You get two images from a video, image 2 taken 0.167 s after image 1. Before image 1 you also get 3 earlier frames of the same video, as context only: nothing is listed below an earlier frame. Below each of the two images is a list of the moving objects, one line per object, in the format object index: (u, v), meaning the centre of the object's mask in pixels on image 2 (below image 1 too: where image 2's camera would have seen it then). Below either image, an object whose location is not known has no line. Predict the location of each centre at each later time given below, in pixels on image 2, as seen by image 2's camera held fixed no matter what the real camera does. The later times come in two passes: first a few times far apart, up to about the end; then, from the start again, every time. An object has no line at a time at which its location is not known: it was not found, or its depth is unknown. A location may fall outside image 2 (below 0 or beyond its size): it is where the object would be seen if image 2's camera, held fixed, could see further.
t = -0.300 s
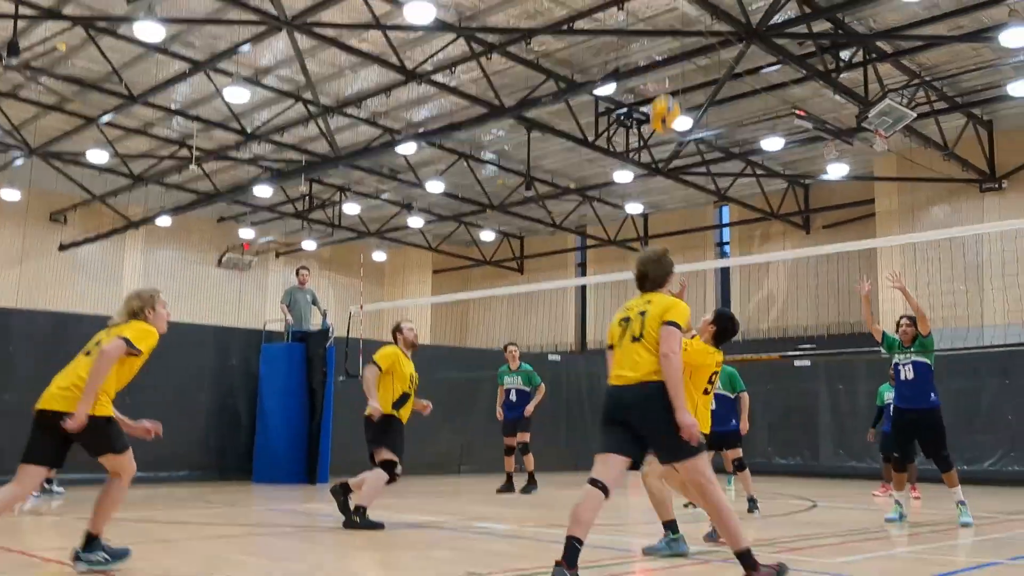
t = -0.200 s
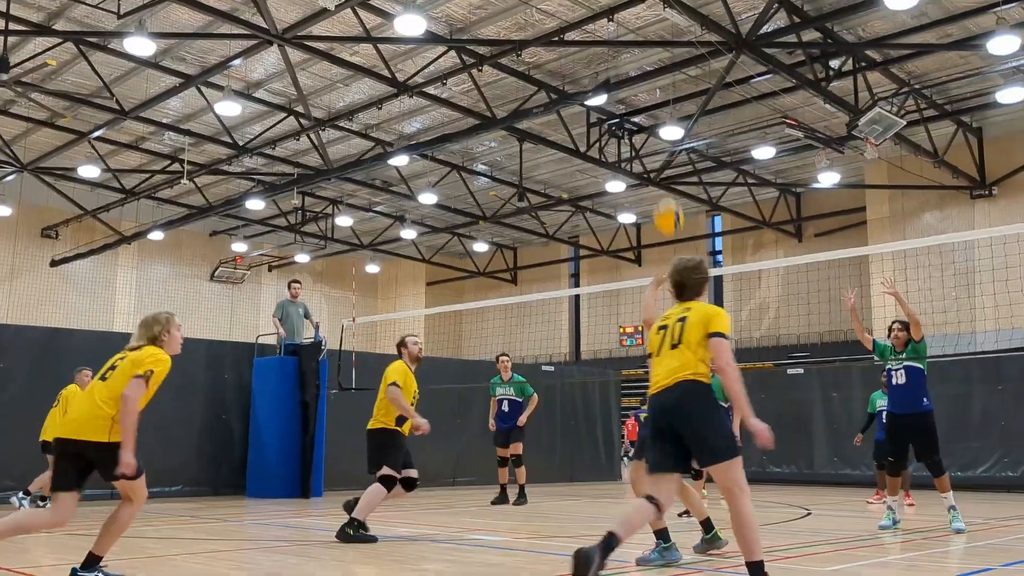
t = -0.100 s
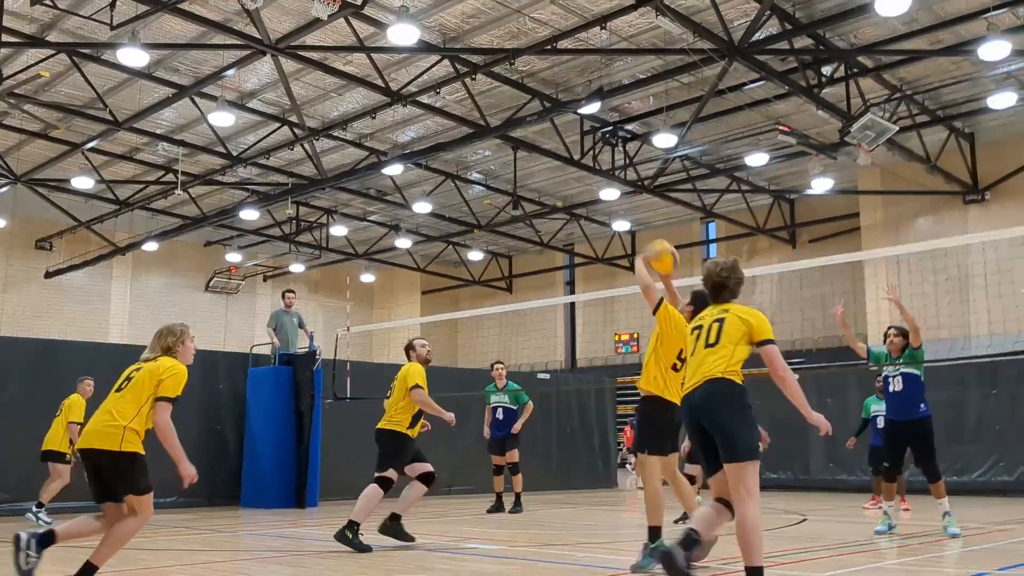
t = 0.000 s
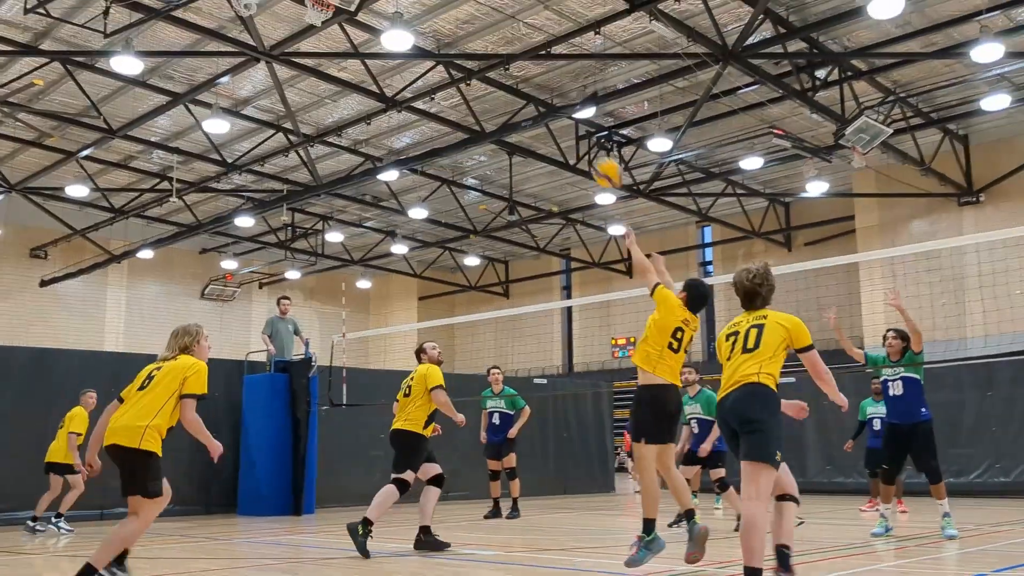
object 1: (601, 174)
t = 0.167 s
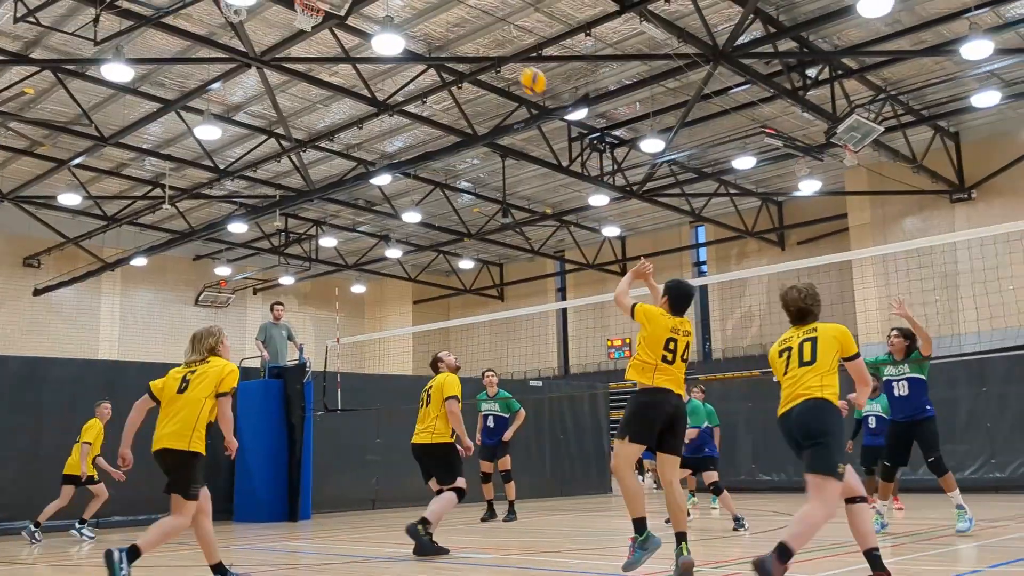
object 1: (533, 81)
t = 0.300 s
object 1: (492, 41)
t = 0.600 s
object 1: (424, 31)
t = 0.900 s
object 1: (374, 96)
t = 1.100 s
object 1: (350, 161)
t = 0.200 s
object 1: (521, 67)
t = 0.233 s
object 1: (511, 57)
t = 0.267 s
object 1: (501, 49)
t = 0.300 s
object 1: (492, 41)
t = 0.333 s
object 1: (482, 35)
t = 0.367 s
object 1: (474, 30)
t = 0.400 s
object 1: (466, 27)
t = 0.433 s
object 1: (458, 25)
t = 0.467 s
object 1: (451, 24)
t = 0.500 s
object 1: (443, 24)
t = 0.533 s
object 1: (437, 26)
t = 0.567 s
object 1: (430, 28)
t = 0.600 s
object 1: (424, 31)
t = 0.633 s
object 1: (417, 35)
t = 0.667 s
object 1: (412, 40)
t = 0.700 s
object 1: (407, 46)
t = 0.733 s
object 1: (401, 53)
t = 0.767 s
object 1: (395, 60)
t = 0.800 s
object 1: (389, 68)
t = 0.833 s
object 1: (384, 76)
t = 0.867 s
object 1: (379, 86)
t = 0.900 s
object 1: (374, 96)
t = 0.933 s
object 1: (370, 107)
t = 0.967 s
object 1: (367, 112)
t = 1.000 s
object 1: (362, 124)
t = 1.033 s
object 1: (358, 136)
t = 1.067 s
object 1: (353, 149)
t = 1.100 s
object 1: (350, 161)
